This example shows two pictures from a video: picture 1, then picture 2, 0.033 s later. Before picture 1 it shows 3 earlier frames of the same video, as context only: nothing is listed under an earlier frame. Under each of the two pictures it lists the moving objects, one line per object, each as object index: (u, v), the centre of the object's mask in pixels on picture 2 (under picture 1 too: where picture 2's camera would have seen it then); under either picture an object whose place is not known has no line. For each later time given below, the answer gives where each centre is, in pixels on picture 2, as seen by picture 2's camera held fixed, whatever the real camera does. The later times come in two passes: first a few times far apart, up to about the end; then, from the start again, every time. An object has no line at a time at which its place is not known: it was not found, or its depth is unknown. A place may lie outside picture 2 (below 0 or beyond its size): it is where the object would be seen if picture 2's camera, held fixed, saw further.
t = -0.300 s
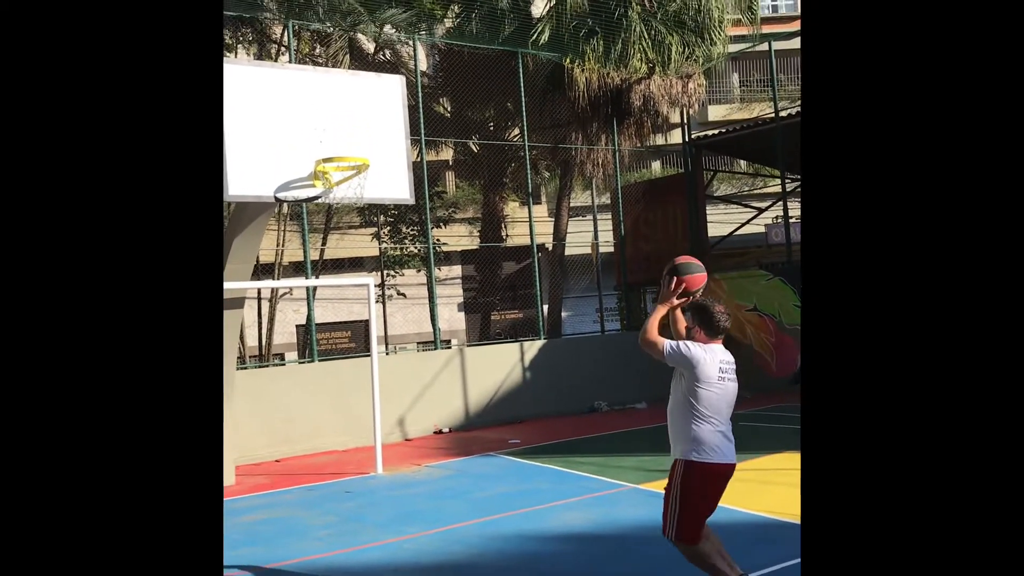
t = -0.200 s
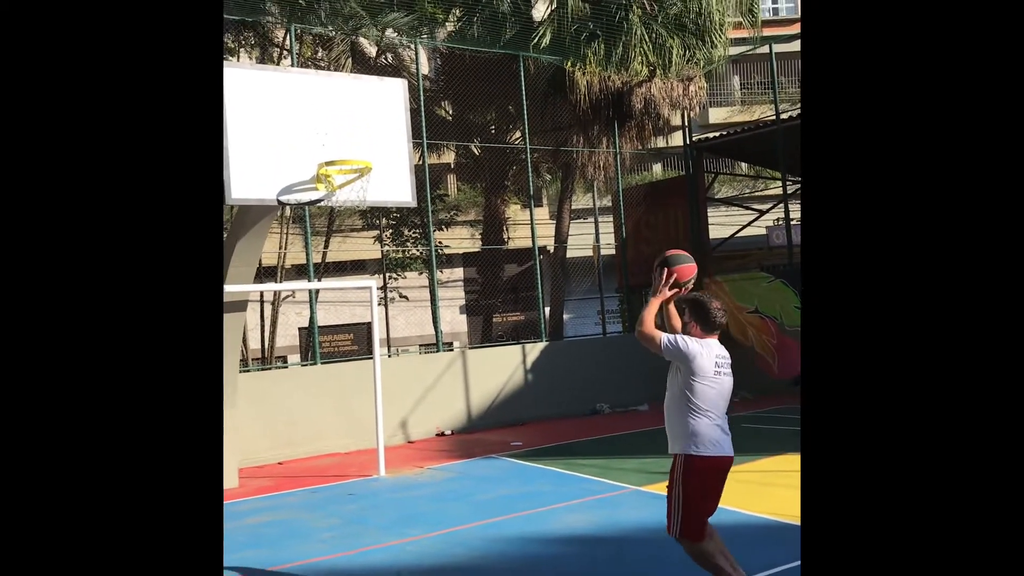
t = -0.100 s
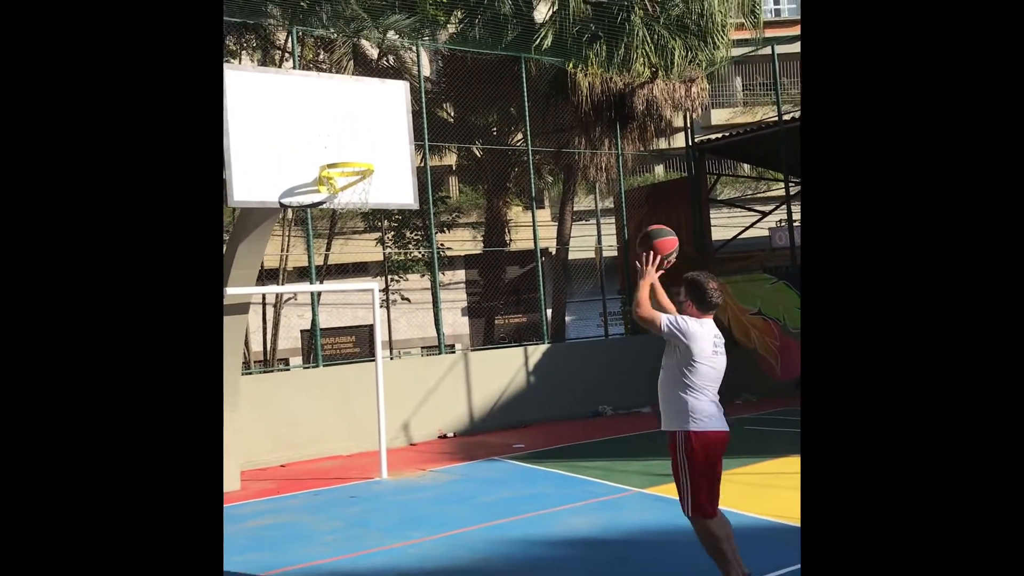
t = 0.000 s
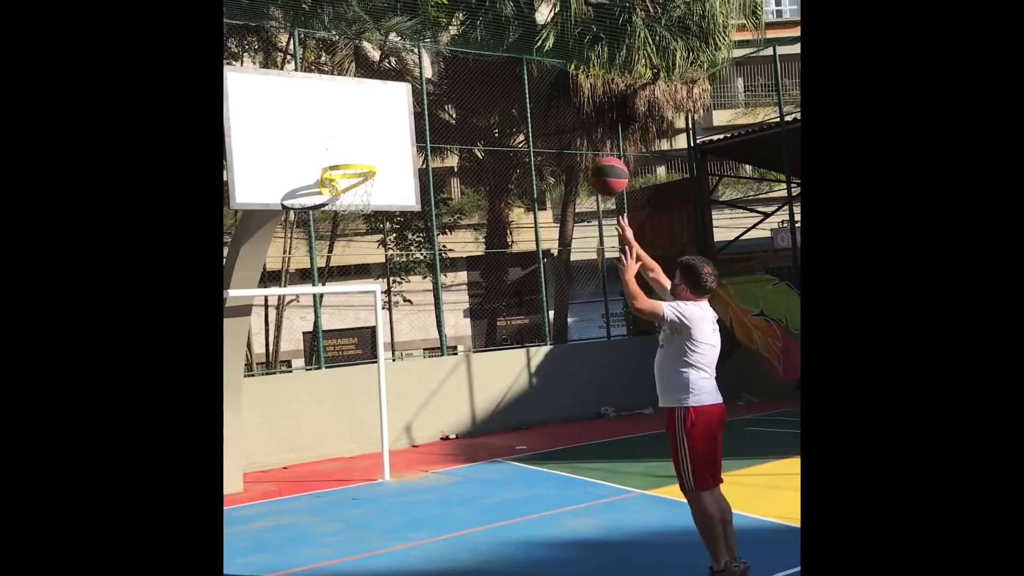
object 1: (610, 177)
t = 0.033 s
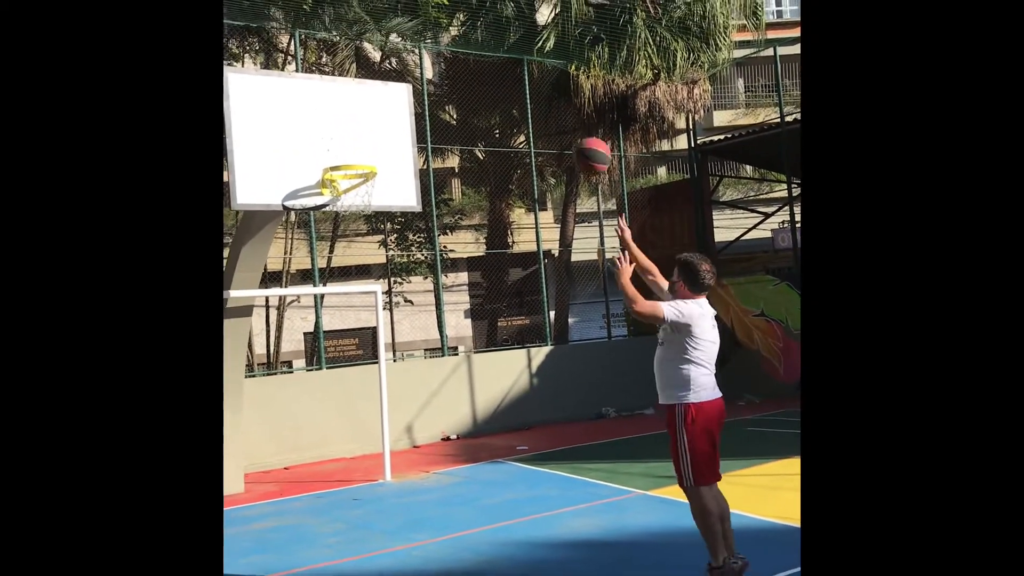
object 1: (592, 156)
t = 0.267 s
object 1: (487, 76)
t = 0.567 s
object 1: (394, 93)
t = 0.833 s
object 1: (343, 146)
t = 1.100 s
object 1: (322, 84)
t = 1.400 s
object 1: (306, 116)
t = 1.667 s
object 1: (302, 268)
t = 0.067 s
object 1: (576, 138)
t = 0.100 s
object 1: (561, 122)
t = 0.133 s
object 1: (543, 110)
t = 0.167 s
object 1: (528, 100)
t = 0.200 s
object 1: (514, 90)
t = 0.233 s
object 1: (501, 82)
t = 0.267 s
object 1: (487, 76)
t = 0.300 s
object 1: (475, 72)
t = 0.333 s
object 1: (463, 69)
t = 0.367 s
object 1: (454, 68)
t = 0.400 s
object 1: (442, 69)
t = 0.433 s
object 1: (431, 72)
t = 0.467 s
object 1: (421, 75)
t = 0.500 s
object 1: (411, 81)
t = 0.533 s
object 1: (403, 86)
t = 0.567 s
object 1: (394, 93)
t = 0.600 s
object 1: (386, 101)
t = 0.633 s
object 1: (378, 111)
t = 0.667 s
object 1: (370, 121)
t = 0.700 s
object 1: (363, 133)
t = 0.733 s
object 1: (356, 145)
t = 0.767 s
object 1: (349, 155)
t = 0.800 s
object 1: (345, 155)
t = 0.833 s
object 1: (343, 146)
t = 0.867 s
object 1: (340, 134)
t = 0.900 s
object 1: (337, 124)
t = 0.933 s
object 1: (334, 114)
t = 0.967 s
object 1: (332, 106)
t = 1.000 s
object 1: (329, 98)
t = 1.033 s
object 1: (327, 92)
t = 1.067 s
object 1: (325, 87)
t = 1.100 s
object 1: (322, 84)
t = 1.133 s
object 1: (320, 81)
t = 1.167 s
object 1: (318, 80)
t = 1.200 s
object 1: (316, 80)
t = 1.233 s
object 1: (314, 83)
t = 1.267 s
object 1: (312, 86)
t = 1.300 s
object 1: (310, 91)
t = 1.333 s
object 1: (309, 97)
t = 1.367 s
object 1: (307, 106)
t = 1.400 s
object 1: (306, 116)
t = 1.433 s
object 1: (305, 127)
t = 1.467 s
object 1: (304, 141)
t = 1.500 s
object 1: (303, 157)
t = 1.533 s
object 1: (303, 175)
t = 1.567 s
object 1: (301, 195)
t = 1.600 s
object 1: (302, 217)
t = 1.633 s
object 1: (301, 241)
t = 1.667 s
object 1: (302, 268)
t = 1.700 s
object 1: (302, 296)
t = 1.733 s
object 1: (303, 328)
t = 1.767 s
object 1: (304, 362)
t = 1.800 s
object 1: (305, 399)
